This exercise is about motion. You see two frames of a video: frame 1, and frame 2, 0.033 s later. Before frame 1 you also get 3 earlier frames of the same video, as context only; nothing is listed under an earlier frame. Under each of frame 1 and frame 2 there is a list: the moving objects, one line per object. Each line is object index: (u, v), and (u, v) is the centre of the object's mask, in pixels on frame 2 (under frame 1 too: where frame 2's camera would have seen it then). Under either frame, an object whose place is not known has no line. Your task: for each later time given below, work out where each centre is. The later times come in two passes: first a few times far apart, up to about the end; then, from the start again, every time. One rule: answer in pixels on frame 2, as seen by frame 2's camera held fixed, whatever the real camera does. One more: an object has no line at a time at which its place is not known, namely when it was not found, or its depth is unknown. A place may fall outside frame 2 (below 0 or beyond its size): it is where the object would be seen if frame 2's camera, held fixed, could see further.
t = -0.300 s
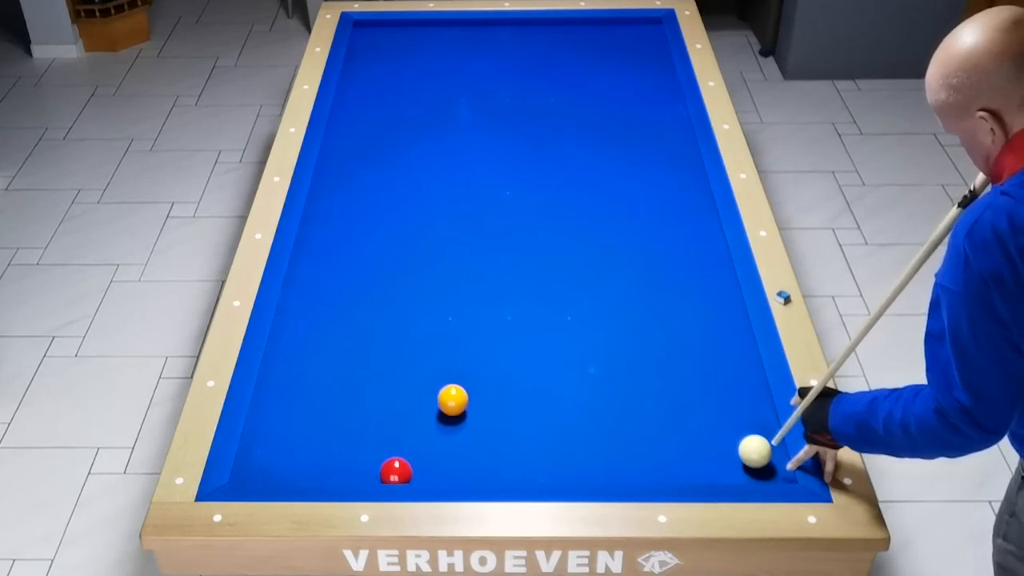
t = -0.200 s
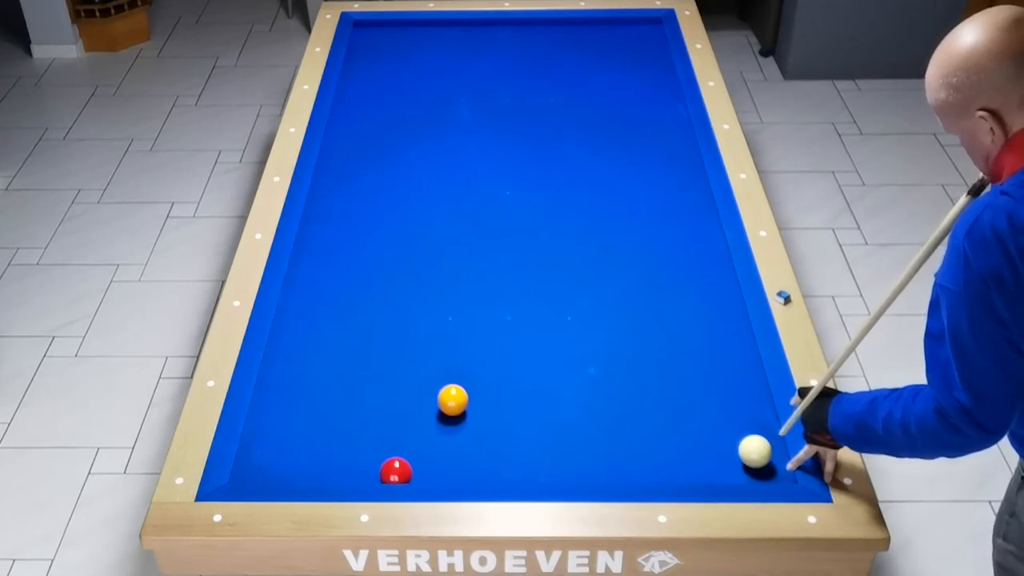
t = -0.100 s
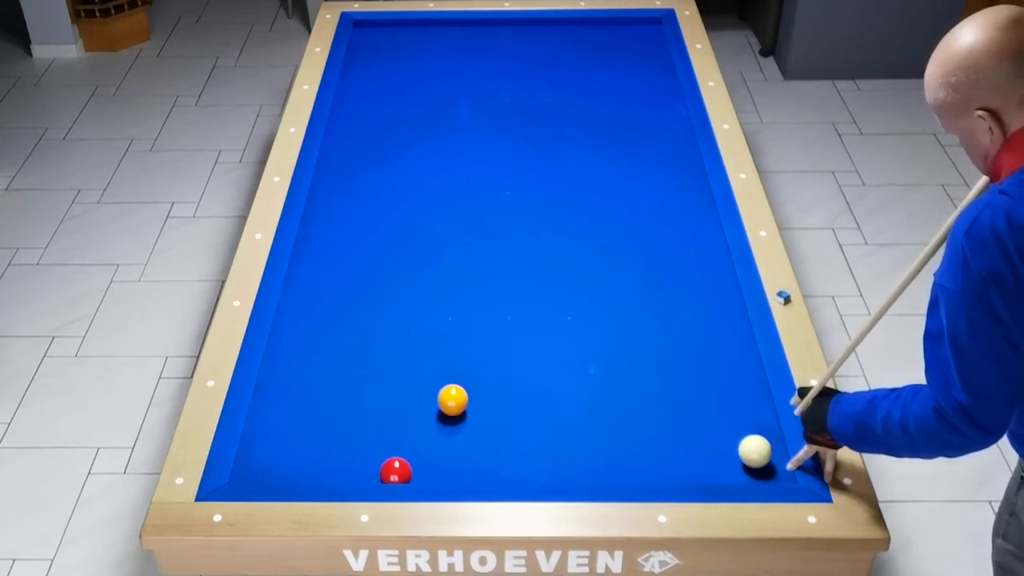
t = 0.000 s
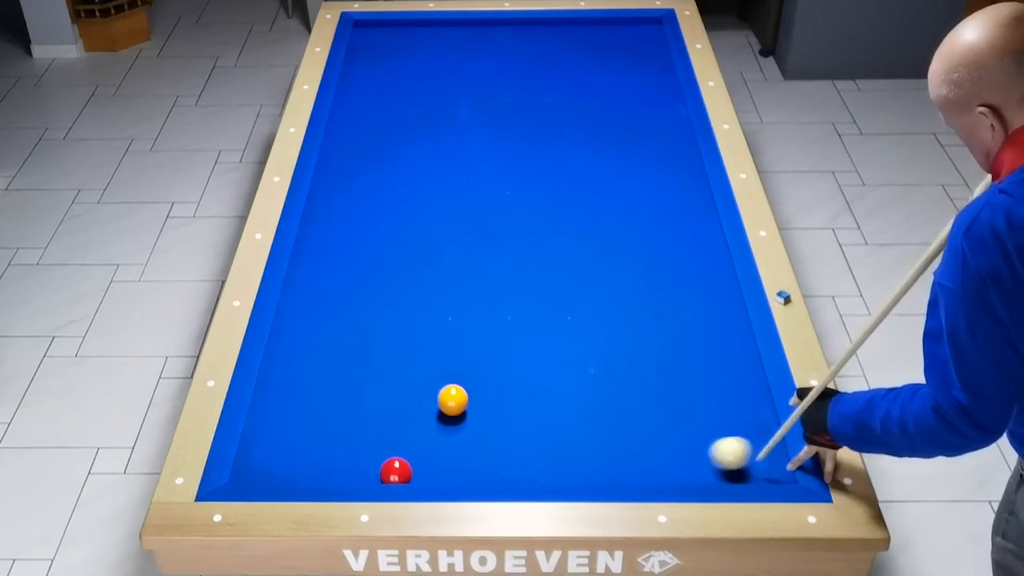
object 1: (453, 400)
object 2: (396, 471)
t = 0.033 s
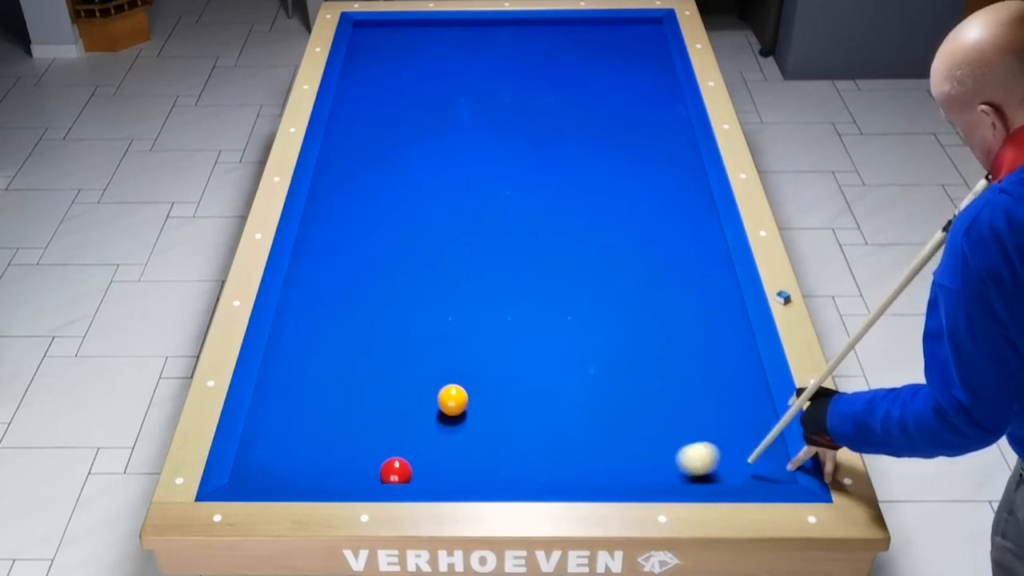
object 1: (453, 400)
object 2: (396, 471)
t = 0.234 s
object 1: (453, 400)
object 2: (396, 471)
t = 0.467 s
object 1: (453, 400)
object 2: (396, 471)
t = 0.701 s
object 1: (453, 400)
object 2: (396, 471)
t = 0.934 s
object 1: (453, 400)
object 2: (408, 467)
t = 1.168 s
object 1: (469, 389)
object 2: (427, 454)
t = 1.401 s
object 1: (500, 369)
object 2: (445, 442)
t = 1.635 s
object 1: (528, 350)
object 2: (461, 431)
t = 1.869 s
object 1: (554, 333)
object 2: (476, 420)
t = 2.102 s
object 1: (579, 317)
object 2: (489, 411)
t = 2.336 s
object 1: (601, 303)
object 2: (501, 402)
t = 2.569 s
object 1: (622, 289)
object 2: (512, 394)
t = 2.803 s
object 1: (642, 276)
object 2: (522, 387)
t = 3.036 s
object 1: (660, 264)
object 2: (531, 380)
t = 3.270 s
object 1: (677, 253)
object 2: (538, 374)
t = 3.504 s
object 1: (693, 243)
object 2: (545, 369)
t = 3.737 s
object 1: (707, 233)
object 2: (551, 364)
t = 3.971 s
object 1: (702, 225)
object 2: (556, 360)
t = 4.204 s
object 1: (692, 219)
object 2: (559, 357)
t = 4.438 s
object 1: (684, 213)
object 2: (563, 354)
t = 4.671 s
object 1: (676, 208)
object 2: (565, 352)
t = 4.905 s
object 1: (669, 204)
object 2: (567, 351)
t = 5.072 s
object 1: (664, 201)
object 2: (568, 350)
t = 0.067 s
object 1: (453, 400)
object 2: (396, 471)
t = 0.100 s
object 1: (453, 400)
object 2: (396, 471)
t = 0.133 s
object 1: (453, 400)
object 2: (396, 471)
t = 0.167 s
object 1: (453, 400)
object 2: (396, 471)
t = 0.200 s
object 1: (453, 400)
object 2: (396, 471)
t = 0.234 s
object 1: (453, 400)
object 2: (396, 471)
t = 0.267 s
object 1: (453, 400)
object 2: (396, 471)
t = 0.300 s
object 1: (453, 400)
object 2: (396, 471)
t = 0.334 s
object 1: (453, 400)
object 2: (396, 471)
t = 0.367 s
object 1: (453, 400)
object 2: (396, 471)
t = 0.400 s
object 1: (453, 400)
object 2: (396, 471)
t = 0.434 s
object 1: (453, 400)
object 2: (396, 471)
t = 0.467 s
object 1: (453, 400)
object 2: (396, 471)
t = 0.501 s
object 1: (453, 400)
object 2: (396, 471)
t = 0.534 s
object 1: (453, 400)
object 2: (396, 471)
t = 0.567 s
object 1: (453, 400)
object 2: (396, 471)
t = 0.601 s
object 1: (453, 400)
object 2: (396, 471)
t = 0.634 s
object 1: (453, 400)
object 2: (396, 471)
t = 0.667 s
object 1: (453, 400)
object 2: (396, 471)
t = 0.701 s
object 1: (453, 400)
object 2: (396, 471)
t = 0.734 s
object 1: (453, 400)
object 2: (396, 471)
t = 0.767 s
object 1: (453, 400)
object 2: (396, 471)
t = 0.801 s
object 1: (453, 400)
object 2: (396, 471)
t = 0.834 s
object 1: (453, 400)
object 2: (399, 471)
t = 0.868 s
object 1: (453, 400)
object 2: (402, 469)
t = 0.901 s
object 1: (453, 400)
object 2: (405, 468)
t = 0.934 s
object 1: (453, 400)
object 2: (408, 467)
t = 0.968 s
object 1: (453, 400)
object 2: (411, 464)
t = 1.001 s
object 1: (453, 400)
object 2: (414, 463)
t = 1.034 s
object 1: (453, 400)
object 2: (416, 461)
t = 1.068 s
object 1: (453, 399)
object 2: (419, 459)
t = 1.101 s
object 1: (458, 396)
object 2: (422, 458)
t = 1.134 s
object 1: (464, 392)
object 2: (425, 456)
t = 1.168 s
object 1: (469, 389)
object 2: (427, 454)
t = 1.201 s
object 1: (474, 386)
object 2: (430, 452)
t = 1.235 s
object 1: (478, 383)
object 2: (432, 451)
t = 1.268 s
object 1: (483, 380)
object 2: (435, 449)
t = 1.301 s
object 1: (487, 377)
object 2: (438, 447)
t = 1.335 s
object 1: (491, 374)
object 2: (440, 446)
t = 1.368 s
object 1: (496, 371)
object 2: (443, 444)
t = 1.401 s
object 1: (500, 369)
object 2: (445, 442)
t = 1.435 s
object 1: (504, 366)
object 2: (448, 440)
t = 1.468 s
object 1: (508, 363)
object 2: (450, 439)
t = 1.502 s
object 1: (512, 361)
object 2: (452, 437)
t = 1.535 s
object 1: (516, 358)
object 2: (454, 435)
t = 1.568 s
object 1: (520, 355)
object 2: (457, 434)
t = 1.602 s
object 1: (524, 353)
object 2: (459, 432)
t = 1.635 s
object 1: (528, 350)
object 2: (461, 431)
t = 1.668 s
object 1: (532, 348)
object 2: (464, 429)
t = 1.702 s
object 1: (536, 345)
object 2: (466, 428)
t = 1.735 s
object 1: (539, 343)
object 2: (468, 426)
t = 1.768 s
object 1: (543, 340)
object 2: (470, 425)
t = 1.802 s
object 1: (547, 338)
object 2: (472, 423)
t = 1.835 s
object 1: (551, 335)
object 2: (474, 422)
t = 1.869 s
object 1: (554, 333)
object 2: (476, 420)
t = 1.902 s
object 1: (558, 331)
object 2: (478, 419)
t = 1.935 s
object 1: (561, 328)
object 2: (480, 417)
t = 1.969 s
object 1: (565, 326)
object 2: (482, 416)
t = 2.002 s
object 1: (568, 324)
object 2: (484, 415)
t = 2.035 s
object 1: (572, 322)
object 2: (486, 413)
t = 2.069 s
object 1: (575, 319)
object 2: (487, 412)
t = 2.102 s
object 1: (579, 317)
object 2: (489, 411)
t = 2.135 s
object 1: (582, 315)
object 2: (491, 409)
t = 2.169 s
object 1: (585, 313)
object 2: (493, 408)
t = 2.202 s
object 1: (588, 311)
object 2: (494, 407)
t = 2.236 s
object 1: (592, 309)
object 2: (496, 406)
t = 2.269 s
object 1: (595, 307)
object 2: (498, 404)
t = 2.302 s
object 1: (598, 304)
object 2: (500, 403)
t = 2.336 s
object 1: (601, 303)
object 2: (501, 402)
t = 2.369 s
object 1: (604, 301)
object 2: (503, 401)
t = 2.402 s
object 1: (607, 299)
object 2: (505, 400)
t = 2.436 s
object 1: (610, 297)
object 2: (506, 398)
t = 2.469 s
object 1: (614, 295)
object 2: (508, 397)
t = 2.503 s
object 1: (617, 293)
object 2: (509, 396)
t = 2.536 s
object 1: (620, 291)
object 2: (511, 395)
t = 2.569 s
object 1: (622, 289)
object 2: (512, 394)
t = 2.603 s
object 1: (625, 287)
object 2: (514, 393)
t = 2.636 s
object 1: (628, 285)
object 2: (515, 392)
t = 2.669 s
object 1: (631, 283)
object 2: (517, 391)
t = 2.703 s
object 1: (634, 282)
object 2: (518, 390)
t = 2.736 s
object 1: (637, 280)
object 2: (519, 389)
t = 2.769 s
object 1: (639, 278)
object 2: (521, 388)
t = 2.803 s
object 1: (642, 276)
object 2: (522, 387)
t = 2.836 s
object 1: (645, 274)
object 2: (524, 386)
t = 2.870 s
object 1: (647, 273)
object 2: (525, 384)
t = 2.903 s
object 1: (650, 271)
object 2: (526, 383)
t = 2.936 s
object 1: (653, 269)
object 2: (527, 383)
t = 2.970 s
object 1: (655, 268)
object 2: (528, 382)
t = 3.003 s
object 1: (658, 266)
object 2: (529, 381)
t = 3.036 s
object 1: (660, 264)
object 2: (531, 380)
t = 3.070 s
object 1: (663, 262)
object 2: (532, 379)
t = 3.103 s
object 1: (665, 261)
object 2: (533, 378)
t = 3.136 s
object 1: (668, 259)
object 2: (534, 377)
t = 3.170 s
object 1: (670, 258)
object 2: (535, 377)
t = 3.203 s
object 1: (672, 256)
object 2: (536, 376)
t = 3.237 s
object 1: (675, 255)
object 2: (537, 375)
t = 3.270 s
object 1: (677, 253)
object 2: (538, 374)
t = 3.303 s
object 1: (679, 252)
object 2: (539, 373)
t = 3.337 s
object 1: (682, 250)
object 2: (540, 372)
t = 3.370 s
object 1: (684, 249)
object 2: (541, 372)
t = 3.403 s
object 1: (686, 247)
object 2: (542, 371)
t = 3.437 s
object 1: (688, 245)
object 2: (543, 370)
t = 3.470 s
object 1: (690, 244)
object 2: (544, 369)
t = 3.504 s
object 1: (693, 243)
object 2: (545, 369)
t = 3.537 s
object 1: (695, 241)
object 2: (546, 368)
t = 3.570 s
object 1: (697, 240)
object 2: (547, 367)
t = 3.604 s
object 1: (699, 239)
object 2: (547, 367)
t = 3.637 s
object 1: (701, 237)
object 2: (548, 366)
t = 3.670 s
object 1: (703, 236)
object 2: (549, 365)
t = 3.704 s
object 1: (705, 234)
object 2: (550, 365)
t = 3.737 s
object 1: (707, 233)
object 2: (551, 364)
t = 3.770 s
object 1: (709, 232)
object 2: (551, 364)
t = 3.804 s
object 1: (709, 230)
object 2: (552, 363)
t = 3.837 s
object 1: (708, 229)
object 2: (553, 363)
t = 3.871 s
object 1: (706, 228)
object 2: (554, 362)
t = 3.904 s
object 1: (705, 227)
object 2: (554, 361)
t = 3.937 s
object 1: (703, 226)
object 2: (555, 361)
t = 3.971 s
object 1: (702, 225)
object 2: (556, 360)
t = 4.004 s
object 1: (701, 224)
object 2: (556, 360)
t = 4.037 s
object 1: (699, 223)
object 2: (557, 359)
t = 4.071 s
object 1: (698, 223)
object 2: (557, 359)
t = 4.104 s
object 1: (696, 222)
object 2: (558, 359)
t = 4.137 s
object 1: (695, 221)
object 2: (559, 358)
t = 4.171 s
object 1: (694, 220)
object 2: (559, 358)
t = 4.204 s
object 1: (692, 219)
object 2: (559, 357)
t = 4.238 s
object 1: (691, 218)
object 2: (560, 357)
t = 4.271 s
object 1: (690, 217)
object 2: (560, 356)
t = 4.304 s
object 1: (689, 216)
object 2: (561, 356)
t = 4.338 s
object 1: (687, 215)
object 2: (561, 356)
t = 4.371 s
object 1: (686, 215)
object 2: (562, 355)
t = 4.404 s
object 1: (685, 214)
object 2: (562, 355)
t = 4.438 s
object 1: (684, 213)
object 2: (563, 354)
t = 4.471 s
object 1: (683, 212)
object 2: (563, 354)
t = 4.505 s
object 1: (681, 212)
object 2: (563, 353)
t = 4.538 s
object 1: (680, 211)
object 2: (564, 353)
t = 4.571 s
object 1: (679, 210)
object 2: (564, 353)
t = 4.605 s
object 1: (678, 209)
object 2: (564, 353)
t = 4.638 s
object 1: (677, 209)
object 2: (565, 353)
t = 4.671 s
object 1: (676, 208)
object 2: (565, 352)
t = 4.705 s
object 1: (675, 208)
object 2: (565, 352)
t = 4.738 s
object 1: (674, 207)
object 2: (566, 352)
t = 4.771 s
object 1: (673, 206)
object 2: (566, 352)
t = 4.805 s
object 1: (672, 205)
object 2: (566, 351)
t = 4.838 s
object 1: (671, 205)
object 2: (566, 351)
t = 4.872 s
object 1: (669, 204)
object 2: (567, 351)
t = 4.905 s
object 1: (669, 204)
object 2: (567, 351)
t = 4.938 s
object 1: (667, 203)
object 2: (567, 351)
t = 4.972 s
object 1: (667, 203)
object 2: (567, 351)
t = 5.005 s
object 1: (666, 202)
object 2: (568, 350)
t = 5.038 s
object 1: (665, 201)
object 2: (568, 350)
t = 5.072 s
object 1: (664, 201)
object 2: (568, 350)
